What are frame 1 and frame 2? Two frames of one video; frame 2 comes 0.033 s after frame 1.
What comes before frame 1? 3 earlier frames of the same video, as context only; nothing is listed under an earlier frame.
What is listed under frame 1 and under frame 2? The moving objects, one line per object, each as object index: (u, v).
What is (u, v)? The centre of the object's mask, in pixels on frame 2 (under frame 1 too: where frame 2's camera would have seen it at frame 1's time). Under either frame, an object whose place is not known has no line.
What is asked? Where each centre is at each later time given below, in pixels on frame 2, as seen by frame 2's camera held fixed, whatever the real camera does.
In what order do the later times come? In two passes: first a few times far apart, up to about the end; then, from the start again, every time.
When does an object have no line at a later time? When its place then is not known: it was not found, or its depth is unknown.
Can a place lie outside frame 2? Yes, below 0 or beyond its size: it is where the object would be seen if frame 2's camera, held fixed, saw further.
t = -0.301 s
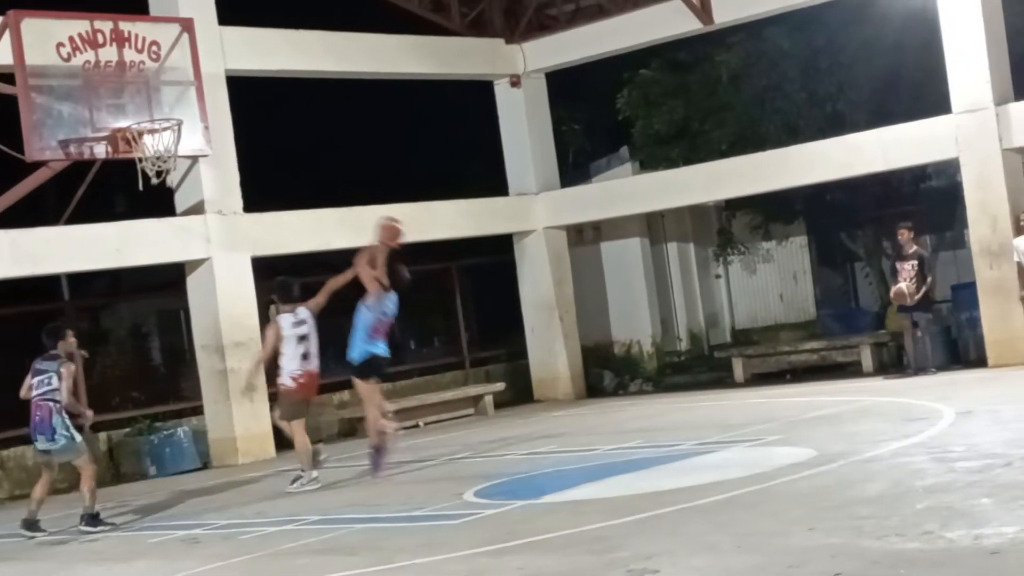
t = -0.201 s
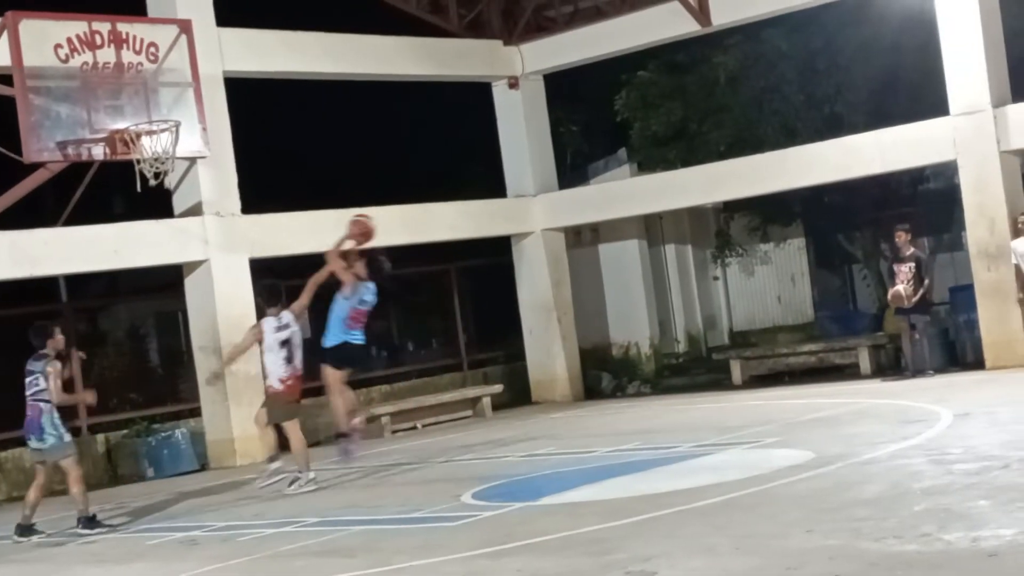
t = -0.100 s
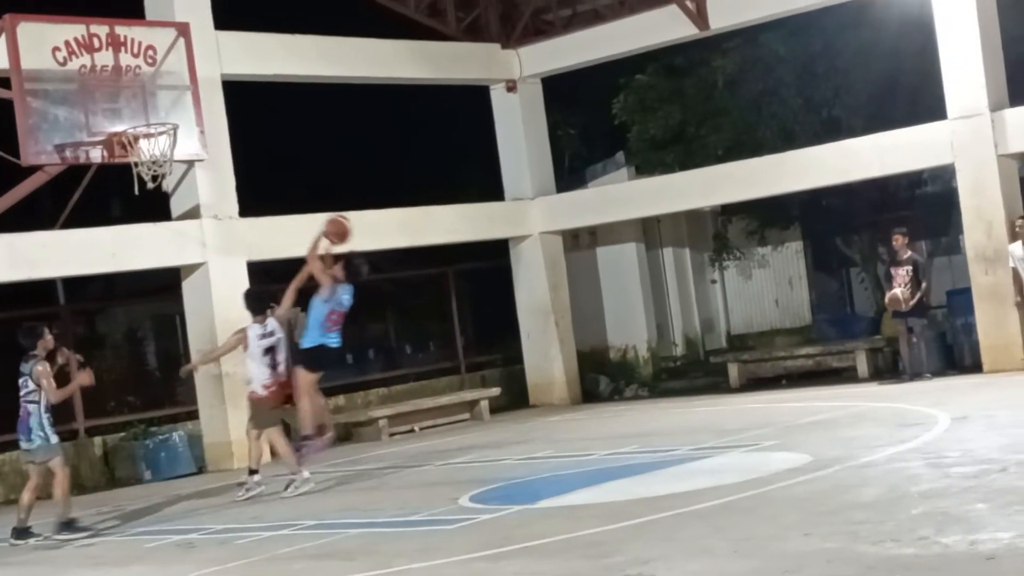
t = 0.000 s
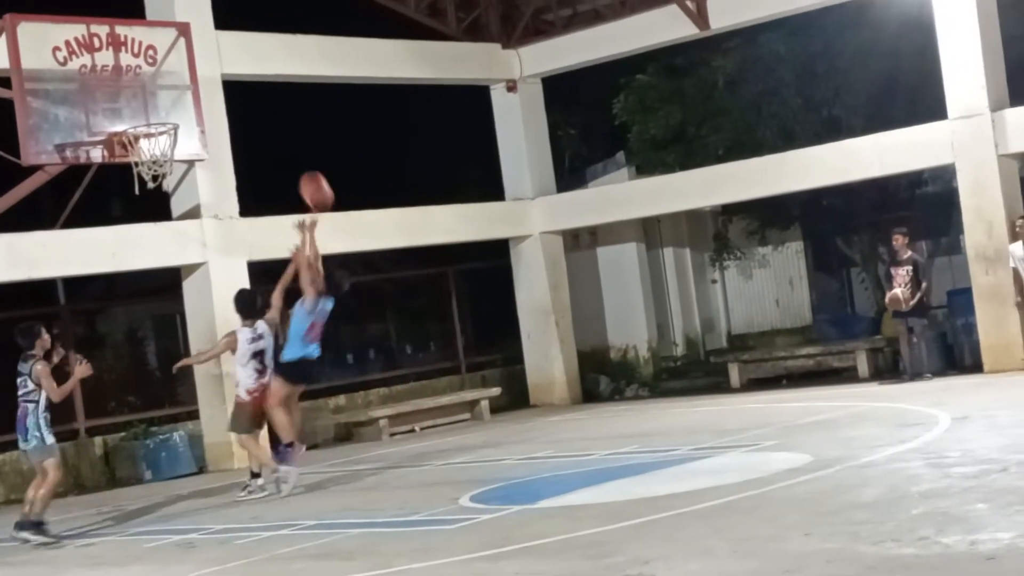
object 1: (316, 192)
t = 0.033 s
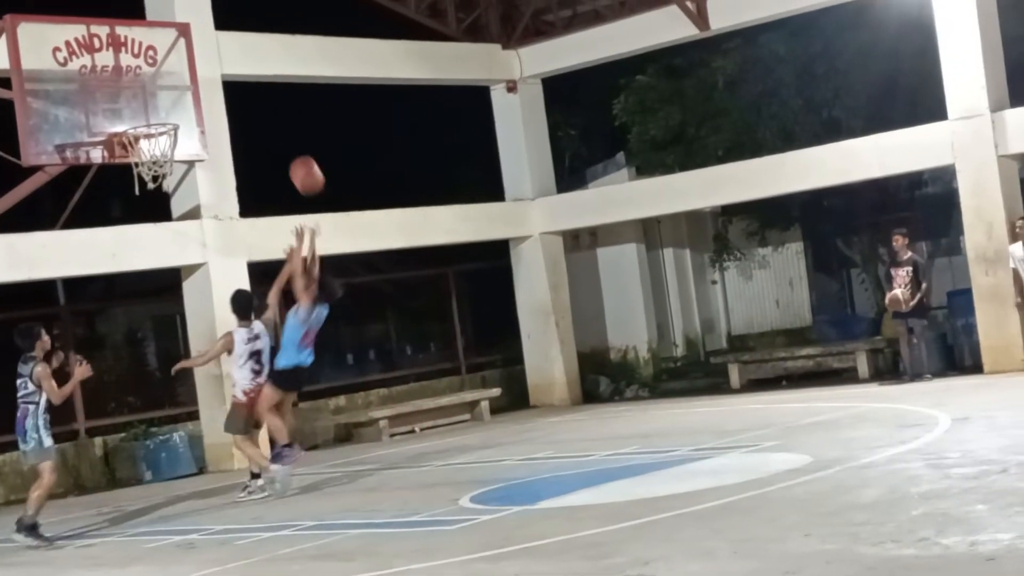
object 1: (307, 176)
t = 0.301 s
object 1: (240, 94)
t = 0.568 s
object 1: (184, 94)
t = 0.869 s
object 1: (165, 113)
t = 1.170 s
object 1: (151, 162)
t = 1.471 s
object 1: (150, 210)
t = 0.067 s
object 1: (297, 161)
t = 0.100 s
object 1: (288, 148)
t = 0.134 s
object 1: (280, 135)
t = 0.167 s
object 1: (271, 124)
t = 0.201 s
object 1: (263, 114)
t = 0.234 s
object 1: (255, 105)
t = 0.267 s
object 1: (247, 98)
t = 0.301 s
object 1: (240, 94)
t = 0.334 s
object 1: (232, 89)
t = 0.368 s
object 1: (225, 86)
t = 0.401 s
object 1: (217, 84)
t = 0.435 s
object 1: (211, 83)
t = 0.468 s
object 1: (204, 84)
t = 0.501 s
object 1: (197, 86)
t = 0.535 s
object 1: (190, 90)
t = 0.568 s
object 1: (184, 94)
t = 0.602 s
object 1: (178, 99)
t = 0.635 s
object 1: (172, 107)
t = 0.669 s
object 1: (170, 109)
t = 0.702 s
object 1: (169, 107)
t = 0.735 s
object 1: (168, 106)
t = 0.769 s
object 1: (167, 107)
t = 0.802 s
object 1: (167, 109)
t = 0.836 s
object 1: (166, 111)
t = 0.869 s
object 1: (165, 113)
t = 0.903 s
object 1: (162, 114)
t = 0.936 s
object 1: (160, 118)
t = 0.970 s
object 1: (159, 121)
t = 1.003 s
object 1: (157, 126)
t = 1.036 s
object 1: (155, 132)
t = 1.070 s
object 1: (154, 137)
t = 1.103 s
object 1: (150, 150)
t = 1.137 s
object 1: (151, 156)
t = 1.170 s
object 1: (151, 162)
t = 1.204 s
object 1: (154, 165)
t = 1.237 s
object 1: (157, 177)
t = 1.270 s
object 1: (154, 178)
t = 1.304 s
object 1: (154, 181)
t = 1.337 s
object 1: (151, 184)
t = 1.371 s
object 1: (150, 187)
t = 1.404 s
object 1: (150, 193)
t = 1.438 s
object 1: (150, 202)
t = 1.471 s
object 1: (150, 210)
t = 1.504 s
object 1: (151, 220)
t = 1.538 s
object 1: (152, 232)
